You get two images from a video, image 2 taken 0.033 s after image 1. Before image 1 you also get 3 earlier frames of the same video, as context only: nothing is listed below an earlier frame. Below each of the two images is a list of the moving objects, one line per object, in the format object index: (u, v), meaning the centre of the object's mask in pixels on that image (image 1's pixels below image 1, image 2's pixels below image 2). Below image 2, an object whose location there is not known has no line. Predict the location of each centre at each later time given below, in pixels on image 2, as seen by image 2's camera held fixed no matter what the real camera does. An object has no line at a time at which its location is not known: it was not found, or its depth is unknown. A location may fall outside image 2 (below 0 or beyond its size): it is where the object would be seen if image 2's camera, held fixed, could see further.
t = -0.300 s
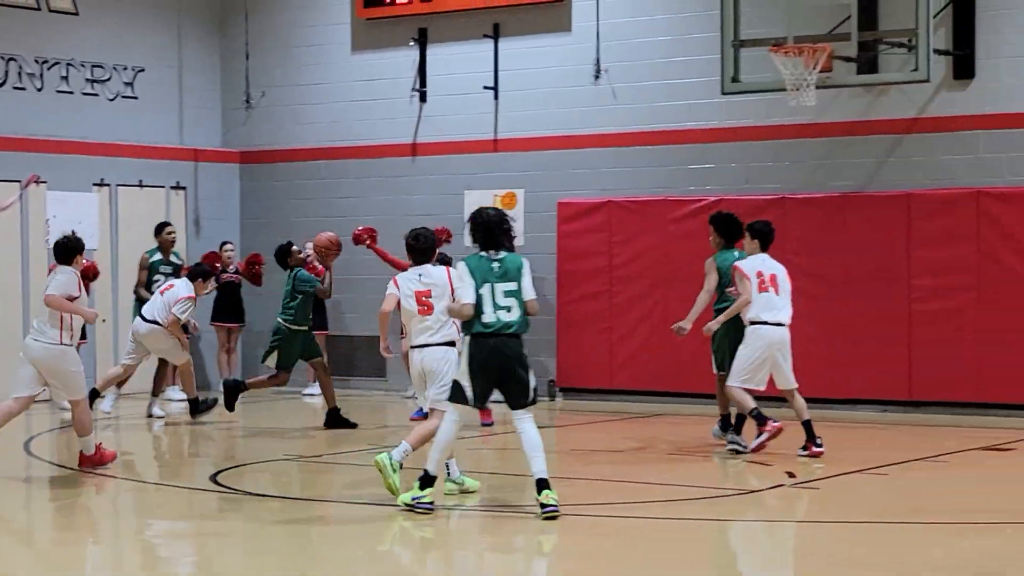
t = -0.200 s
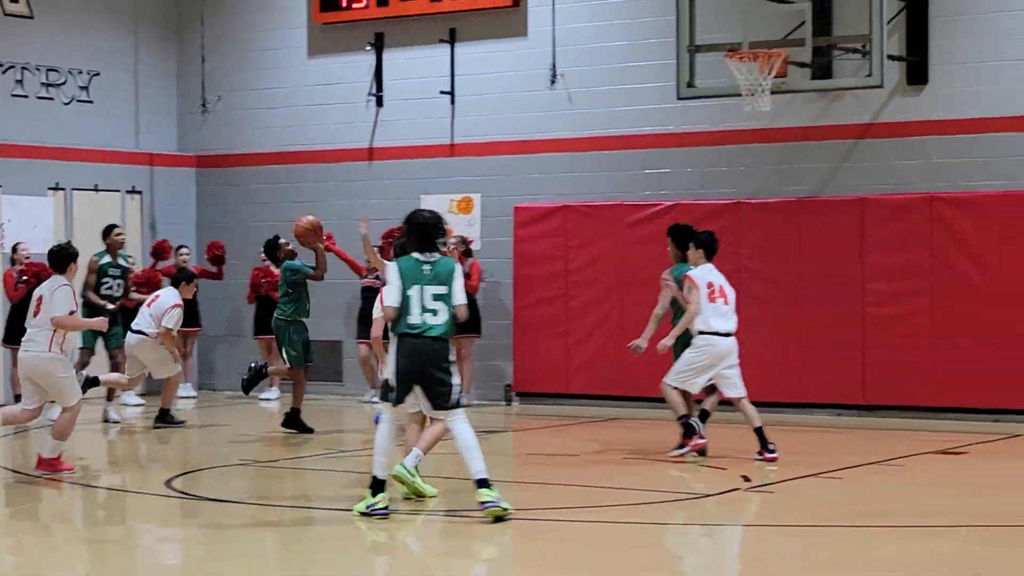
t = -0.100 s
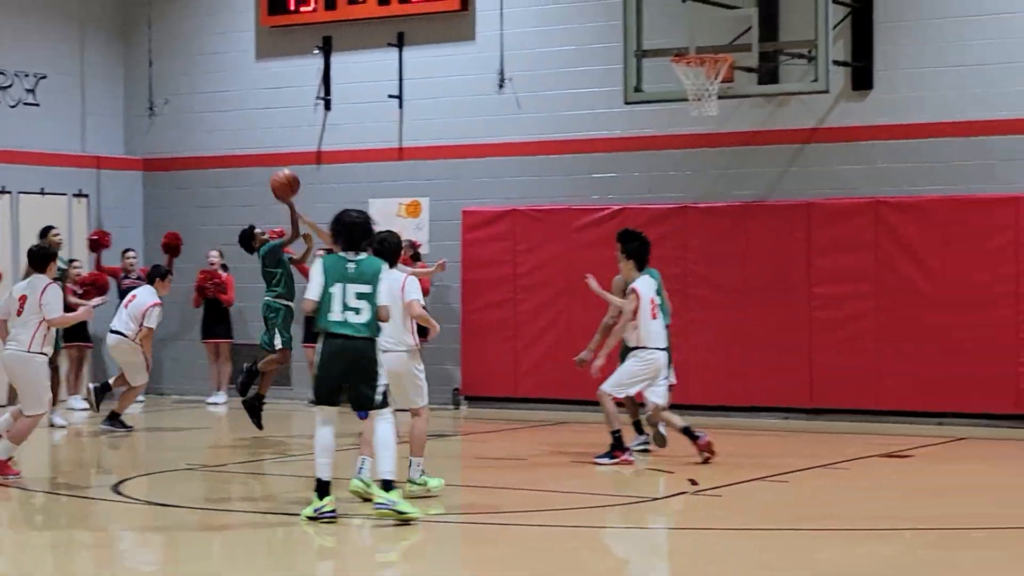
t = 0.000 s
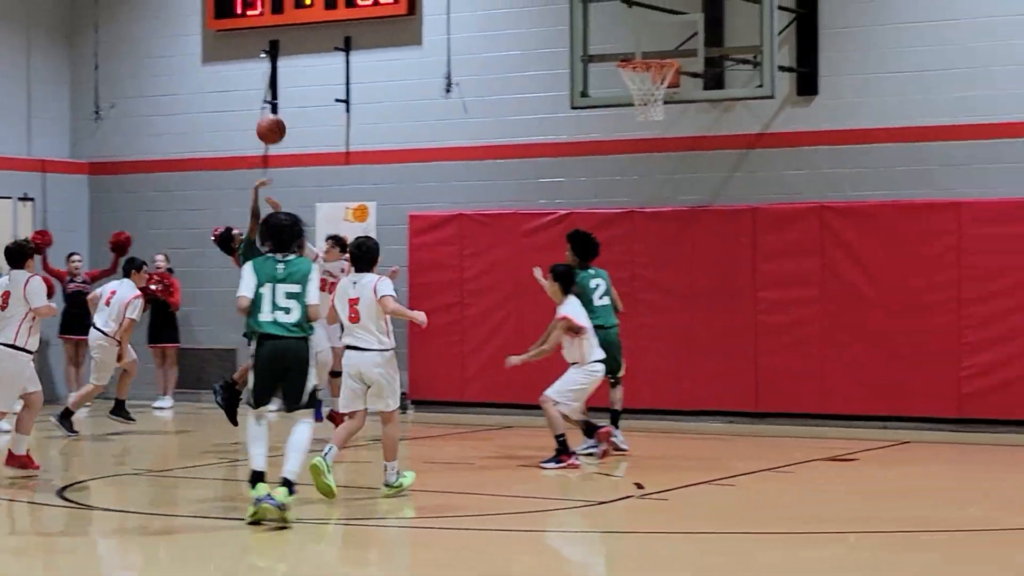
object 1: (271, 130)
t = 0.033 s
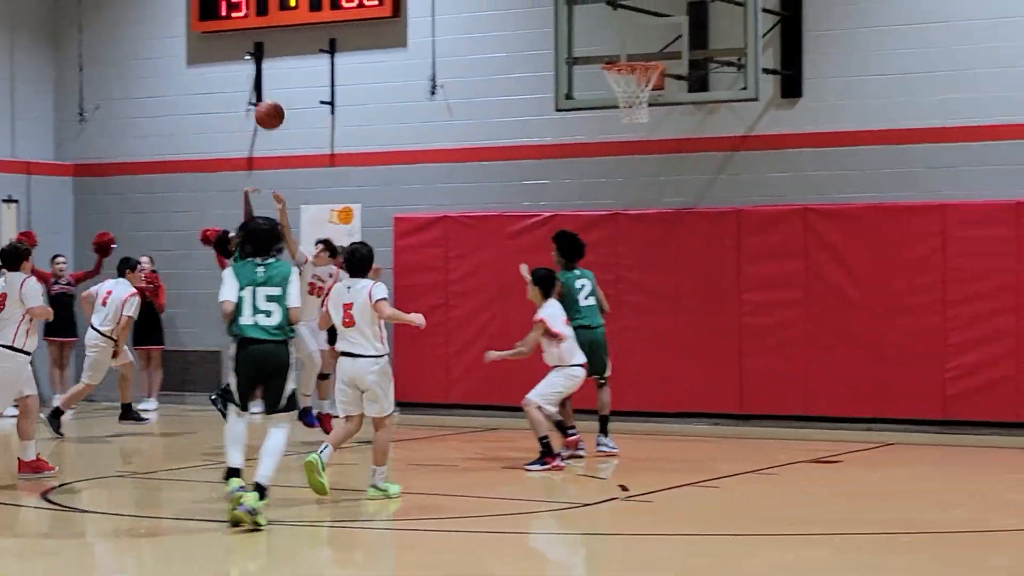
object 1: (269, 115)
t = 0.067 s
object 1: (283, 100)
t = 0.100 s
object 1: (297, 86)
